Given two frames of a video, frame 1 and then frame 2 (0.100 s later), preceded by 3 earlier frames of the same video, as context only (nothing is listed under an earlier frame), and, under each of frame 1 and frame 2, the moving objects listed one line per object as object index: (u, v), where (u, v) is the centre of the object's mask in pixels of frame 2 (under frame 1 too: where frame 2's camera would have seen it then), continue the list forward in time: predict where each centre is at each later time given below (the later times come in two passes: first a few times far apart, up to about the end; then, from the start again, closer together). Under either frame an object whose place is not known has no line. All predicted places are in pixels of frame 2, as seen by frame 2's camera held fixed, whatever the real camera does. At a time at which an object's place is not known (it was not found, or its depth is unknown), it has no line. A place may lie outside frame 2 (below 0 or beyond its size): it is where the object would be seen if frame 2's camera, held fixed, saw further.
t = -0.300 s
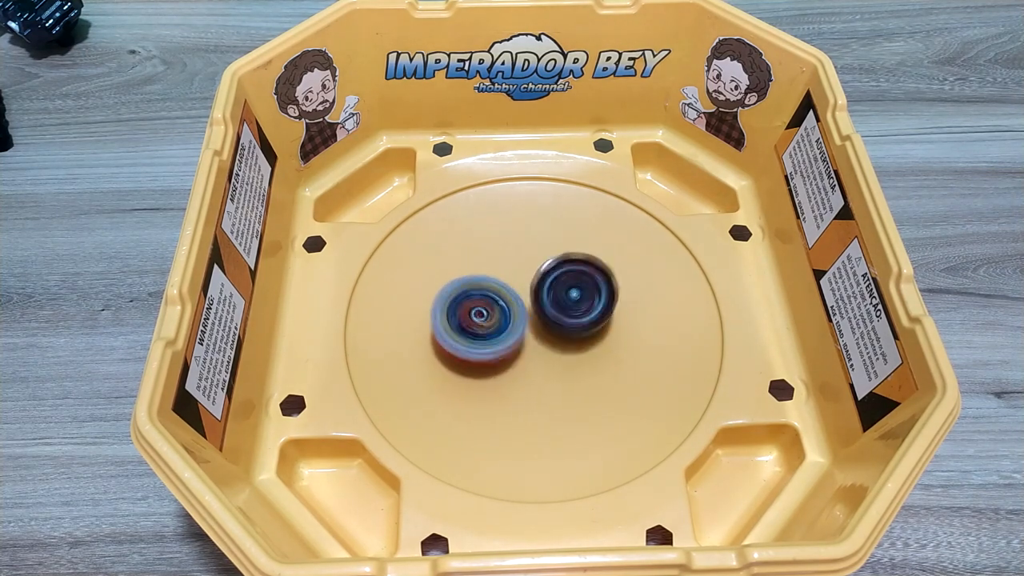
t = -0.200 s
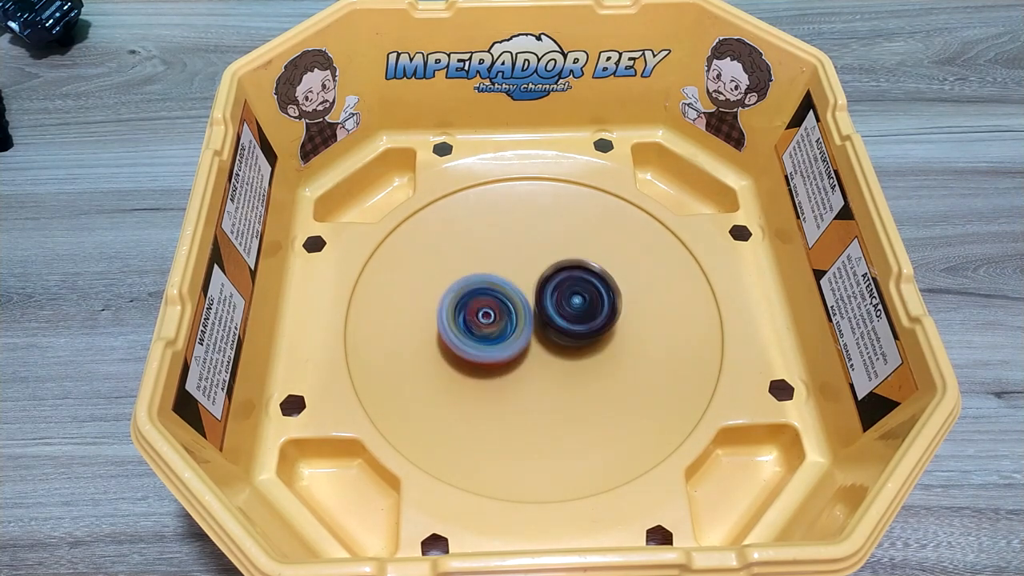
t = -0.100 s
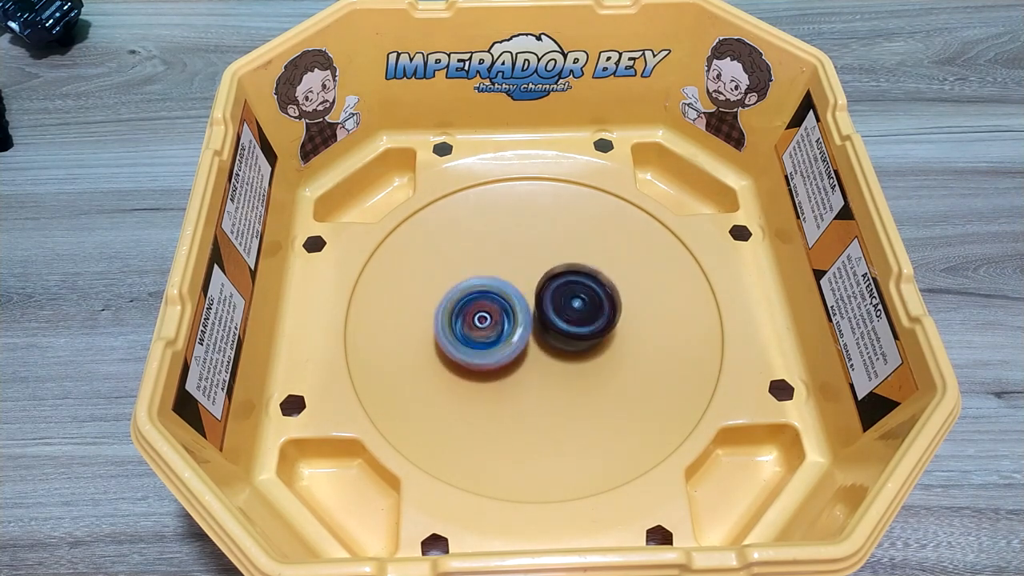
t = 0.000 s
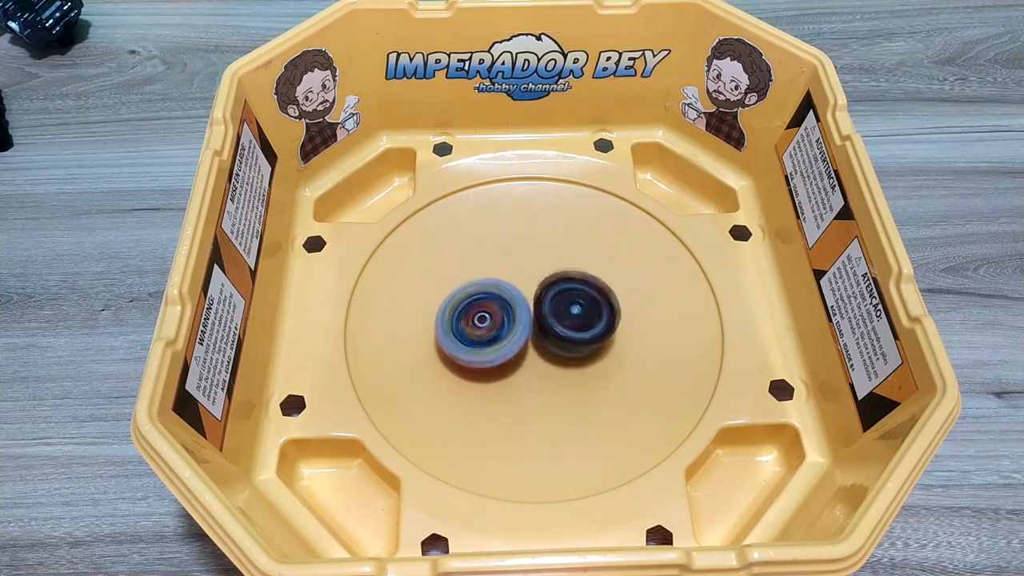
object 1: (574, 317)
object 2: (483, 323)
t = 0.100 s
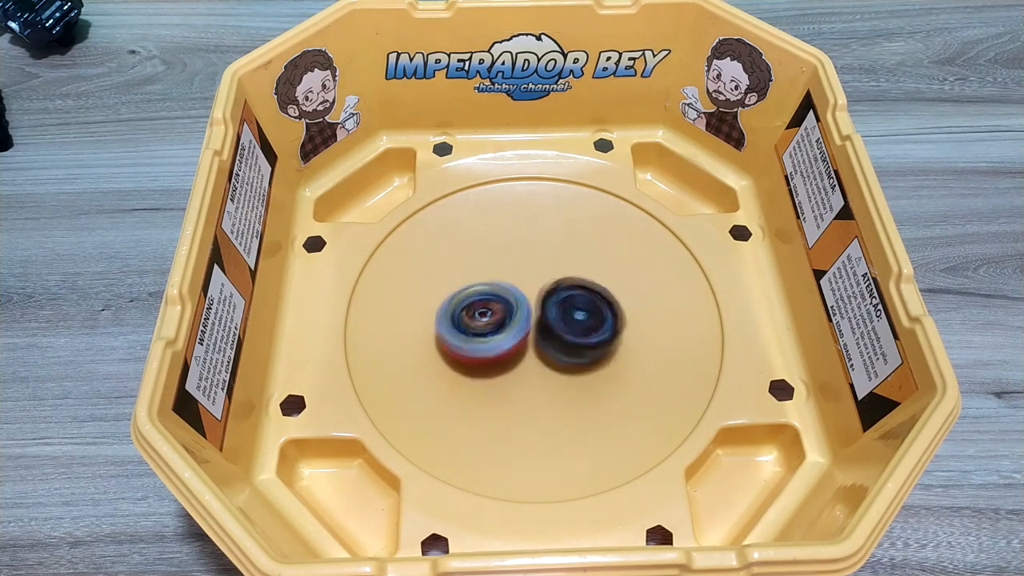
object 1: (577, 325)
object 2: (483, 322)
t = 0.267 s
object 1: (604, 344)
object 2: (479, 320)
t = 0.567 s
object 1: (594, 346)
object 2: (491, 321)
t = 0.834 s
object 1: (590, 338)
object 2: (491, 327)
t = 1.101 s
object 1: (591, 345)
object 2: (494, 321)
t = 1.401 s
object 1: (599, 347)
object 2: (508, 314)
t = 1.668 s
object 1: (607, 338)
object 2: (509, 309)
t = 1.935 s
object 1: (598, 327)
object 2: (507, 301)
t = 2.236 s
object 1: (574, 345)
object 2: (487, 296)
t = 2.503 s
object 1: (578, 345)
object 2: (490, 301)
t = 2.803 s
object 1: (578, 336)
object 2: (484, 312)
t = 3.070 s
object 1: (566, 327)
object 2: (486, 296)
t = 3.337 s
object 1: (570, 358)
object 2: (493, 301)
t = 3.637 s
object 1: (580, 362)
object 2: (502, 294)
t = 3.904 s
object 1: (567, 362)
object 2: (515, 300)
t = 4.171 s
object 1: (560, 359)
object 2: (509, 295)
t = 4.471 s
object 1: (560, 358)
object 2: (507, 298)
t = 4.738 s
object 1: (560, 359)
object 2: (507, 298)
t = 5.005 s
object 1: (560, 359)
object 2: (507, 298)
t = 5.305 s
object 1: (560, 359)
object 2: (507, 298)
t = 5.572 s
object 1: (560, 359)
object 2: (507, 298)
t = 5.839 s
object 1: (560, 359)
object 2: (507, 298)
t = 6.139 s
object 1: (560, 358)
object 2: (507, 298)
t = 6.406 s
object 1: (560, 359)
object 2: (507, 298)
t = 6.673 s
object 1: (560, 358)
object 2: (507, 298)
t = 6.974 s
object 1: (559, 358)
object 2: (507, 298)
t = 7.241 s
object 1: (559, 358)
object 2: (507, 298)
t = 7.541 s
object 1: (560, 358)
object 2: (507, 298)
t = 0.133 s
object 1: (585, 328)
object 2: (481, 322)
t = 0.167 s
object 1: (593, 332)
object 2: (479, 321)
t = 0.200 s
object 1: (598, 337)
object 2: (478, 320)
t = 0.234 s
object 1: (602, 341)
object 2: (478, 320)
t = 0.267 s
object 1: (604, 344)
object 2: (479, 320)
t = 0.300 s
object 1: (606, 345)
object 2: (483, 321)
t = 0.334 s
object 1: (605, 345)
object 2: (485, 321)
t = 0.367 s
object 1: (602, 346)
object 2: (486, 322)
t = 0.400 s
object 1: (598, 346)
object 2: (487, 324)
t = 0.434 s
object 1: (593, 345)
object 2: (489, 323)
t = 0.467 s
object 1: (588, 344)
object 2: (491, 322)
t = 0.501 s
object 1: (586, 341)
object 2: (493, 324)
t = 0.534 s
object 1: (591, 345)
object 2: (491, 323)
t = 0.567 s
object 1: (594, 346)
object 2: (491, 321)
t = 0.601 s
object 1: (596, 343)
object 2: (494, 322)
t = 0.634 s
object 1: (595, 342)
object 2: (495, 323)
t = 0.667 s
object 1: (592, 343)
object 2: (495, 325)
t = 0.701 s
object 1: (589, 341)
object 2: (496, 326)
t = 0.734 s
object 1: (588, 341)
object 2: (494, 326)
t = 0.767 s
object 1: (590, 340)
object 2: (492, 326)
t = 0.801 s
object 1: (590, 339)
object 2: (491, 326)
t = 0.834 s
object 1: (590, 338)
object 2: (491, 327)
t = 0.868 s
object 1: (589, 339)
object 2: (491, 326)
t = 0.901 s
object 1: (587, 341)
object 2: (491, 326)
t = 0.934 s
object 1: (583, 341)
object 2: (494, 326)
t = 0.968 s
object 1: (583, 342)
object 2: (494, 325)
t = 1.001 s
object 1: (583, 342)
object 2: (494, 325)
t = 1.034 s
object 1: (584, 342)
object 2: (495, 324)
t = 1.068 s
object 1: (584, 343)
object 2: (495, 324)
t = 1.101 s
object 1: (591, 345)
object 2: (494, 321)
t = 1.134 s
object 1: (594, 348)
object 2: (493, 318)
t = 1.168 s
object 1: (595, 349)
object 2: (496, 319)
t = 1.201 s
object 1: (595, 349)
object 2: (498, 319)
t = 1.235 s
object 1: (592, 348)
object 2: (500, 318)
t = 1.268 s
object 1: (591, 348)
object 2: (503, 317)
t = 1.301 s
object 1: (593, 348)
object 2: (503, 317)
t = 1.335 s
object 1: (597, 349)
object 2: (503, 314)
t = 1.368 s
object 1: (599, 348)
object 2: (505, 312)
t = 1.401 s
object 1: (599, 347)
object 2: (508, 314)
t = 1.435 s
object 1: (602, 347)
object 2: (506, 313)
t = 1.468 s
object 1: (605, 347)
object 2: (504, 313)
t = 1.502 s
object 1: (605, 345)
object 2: (504, 312)
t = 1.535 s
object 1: (603, 345)
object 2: (508, 313)
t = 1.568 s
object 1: (602, 342)
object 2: (509, 314)
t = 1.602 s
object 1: (607, 342)
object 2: (507, 312)
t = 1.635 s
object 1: (609, 340)
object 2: (505, 310)
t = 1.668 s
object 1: (607, 338)
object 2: (509, 309)
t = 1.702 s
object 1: (604, 333)
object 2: (511, 308)
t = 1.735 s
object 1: (600, 330)
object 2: (511, 309)
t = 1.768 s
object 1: (598, 326)
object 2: (509, 309)
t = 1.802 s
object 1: (598, 325)
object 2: (507, 308)
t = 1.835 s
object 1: (598, 324)
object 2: (503, 306)
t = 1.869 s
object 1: (600, 324)
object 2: (503, 304)
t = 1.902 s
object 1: (599, 325)
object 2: (503, 302)
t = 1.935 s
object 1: (598, 327)
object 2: (507, 301)
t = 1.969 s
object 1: (596, 328)
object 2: (508, 302)
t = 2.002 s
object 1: (597, 332)
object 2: (504, 302)
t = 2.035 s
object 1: (591, 338)
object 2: (500, 302)
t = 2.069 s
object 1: (584, 338)
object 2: (498, 301)
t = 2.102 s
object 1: (579, 341)
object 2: (496, 300)
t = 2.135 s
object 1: (578, 342)
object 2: (491, 299)
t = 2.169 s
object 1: (578, 344)
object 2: (490, 297)
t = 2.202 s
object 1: (576, 344)
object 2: (488, 296)
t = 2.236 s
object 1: (574, 345)
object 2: (487, 296)
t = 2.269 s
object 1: (572, 343)
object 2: (489, 296)
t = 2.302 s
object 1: (571, 343)
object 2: (489, 298)
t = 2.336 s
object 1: (570, 344)
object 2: (488, 300)
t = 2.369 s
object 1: (568, 342)
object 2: (487, 302)
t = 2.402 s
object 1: (571, 341)
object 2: (487, 301)
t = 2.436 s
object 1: (574, 344)
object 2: (486, 300)
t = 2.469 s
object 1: (577, 343)
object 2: (488, 299)
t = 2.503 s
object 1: (578, 345)
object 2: (490, 301)
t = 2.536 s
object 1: (579, 344)
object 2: (491, 303)
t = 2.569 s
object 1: (578, 344)
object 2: (492, 306)
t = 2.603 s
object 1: (580, 342)
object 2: (489, 308)
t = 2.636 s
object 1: (581, 344)
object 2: (488, 312)
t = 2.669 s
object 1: (581, 341)
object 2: (489, 315)
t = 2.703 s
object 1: (580, 341)
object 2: (487, 318)
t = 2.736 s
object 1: (580, 336)
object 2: (486, 317)
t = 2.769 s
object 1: (580, 337)
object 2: (484, 315)
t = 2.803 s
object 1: (578, 336)
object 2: (484, 312)
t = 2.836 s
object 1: (575, 333)
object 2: (484, 309)
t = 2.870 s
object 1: (574, 329)
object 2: (484, 306)
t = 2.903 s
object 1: (572, 329)
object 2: (484, 305)
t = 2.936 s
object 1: (568, 326)
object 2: (484, 304)
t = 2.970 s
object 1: (566, 326)
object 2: (486, 303)
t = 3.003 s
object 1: (566, 327)
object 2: (484, 301)
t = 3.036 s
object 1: (566, 327)
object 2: (485, 298)
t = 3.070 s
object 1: (566, 327)
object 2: (486, 296)
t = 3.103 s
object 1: (565, 331)
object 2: (485, 297)
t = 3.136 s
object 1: (567, 333)
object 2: (484, 297)
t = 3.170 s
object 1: (565, 338)
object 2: (485, 298)
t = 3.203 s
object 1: (564, 339)
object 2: (487, 298)
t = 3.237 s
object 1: (565, 347)
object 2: (486, 298)
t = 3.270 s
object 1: (568, 351)
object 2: (486, 299)
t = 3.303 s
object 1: (569, 355)
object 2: (489, 299)
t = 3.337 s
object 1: (570, 358)
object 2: (493, 301)
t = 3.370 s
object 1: (570, 359)
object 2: (498, 301)
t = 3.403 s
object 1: (570, 359)
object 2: (502, 302)
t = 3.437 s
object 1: (569, 358)
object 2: (504, 302)
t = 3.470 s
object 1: (567, 357)
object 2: (505, 303)
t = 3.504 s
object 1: (568, 357)
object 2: (505, 301)
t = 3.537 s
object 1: (568, 356)
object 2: (505, 300)
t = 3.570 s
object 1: (572, 358)
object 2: (504, 299)
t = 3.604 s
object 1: (577, 360)
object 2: (503, 296)
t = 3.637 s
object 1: (580, 362)
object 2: (502, 294)
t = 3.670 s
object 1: (581, 364)
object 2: (504, 294)
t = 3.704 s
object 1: (582, 364)
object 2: (507, 292)
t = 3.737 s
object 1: (581, 363)
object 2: (509, 292)
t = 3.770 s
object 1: (579, 363)
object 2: (511, 292)
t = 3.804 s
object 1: (576, 362)
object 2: (514, 294)
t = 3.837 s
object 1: (573, 361)
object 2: (515, 296)
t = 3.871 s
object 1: (570, 363)
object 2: (516, 297)
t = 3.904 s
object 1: (567, 362)
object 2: (515, 300)
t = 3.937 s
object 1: (564, 361)
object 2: (513, 301)
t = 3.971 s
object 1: (562, 359)
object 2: (511, 300)
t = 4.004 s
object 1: (562, 359)
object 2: (511, 299)
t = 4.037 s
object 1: (562, 358)
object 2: (510, 296)
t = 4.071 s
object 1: (560, 357)
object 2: (510, 295)
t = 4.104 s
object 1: (560, 358)
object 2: (510, 295)
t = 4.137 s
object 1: (560, 358)
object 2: (510, 295)
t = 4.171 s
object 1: (560, 359)
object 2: (509, 295)
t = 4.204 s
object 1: (560, 359)
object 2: (508, 297)
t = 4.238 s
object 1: (560, 359)
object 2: (507, 298)
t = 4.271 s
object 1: (560, 359)
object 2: (506, 299)
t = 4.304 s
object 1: (560, 359)
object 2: (507, 298)
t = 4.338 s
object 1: (560, 359)
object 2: (507, 298)
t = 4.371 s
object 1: (560, 359)
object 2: (507, 298)
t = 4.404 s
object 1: (560, 358)
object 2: (507, 298)
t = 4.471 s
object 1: (560, 358)
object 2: (507, 298)
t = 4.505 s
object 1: (560, 359)
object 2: (507, 298)
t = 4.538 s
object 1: (560, 359)
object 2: (507, 298)
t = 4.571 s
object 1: (560, 359)
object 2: (507, 298)
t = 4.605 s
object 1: (560, 359)
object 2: (507, 298)
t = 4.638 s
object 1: (560, 359)
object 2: (507, 298)
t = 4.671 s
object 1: (560, 359)
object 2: (507, 298)
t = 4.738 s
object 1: (560, 359)
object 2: (507, 298)
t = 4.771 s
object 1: (560, 359)
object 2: (507, 298)
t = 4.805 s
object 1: (560, 359)
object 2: (507, 298)
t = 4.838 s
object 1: (560, 359)
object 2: (507, 298)
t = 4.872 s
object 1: (560, 359)
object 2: (507, 298)
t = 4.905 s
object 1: (560, 359)
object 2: (507, 298)
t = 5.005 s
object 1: (560, 359)
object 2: (507, 298)
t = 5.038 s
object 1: (559, 358)
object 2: (507, 298)
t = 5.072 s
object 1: (559, 358)
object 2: (507, 298)
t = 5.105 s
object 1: (560, 359)
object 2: (507, 298)
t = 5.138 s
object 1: (560, 359)
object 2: (507, 298)
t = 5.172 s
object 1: (560, 359)
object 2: (507, 298)
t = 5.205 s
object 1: (560, 359)
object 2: (507, 298)
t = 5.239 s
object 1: (560, 359)
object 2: (507, 298)
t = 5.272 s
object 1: (560, 359)
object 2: (507, 298)
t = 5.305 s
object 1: (560, 359)
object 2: (507, 298)
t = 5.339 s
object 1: (560, 359)
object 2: (507, 298)
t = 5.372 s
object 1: (560, 359)
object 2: (507, 298)
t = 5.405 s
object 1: (560, 359)
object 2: (507, 298)
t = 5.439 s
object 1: (560, 359)
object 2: (507, 298)
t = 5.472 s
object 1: (560, 359)
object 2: (507, 298)
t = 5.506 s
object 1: (560, 359)
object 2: (507, 298)
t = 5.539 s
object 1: (560, 359)
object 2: (507, 298)
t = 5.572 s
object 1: (560, 359)
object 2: (507, 298)
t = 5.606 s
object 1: (560, 359)
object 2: (507, 298)
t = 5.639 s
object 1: (560, 359)
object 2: (507, 298)
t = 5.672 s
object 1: (560, 358)
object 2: (507, 298)
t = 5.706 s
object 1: (560, 358)
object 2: (507, 298)
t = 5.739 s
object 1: (560, 359)
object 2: (507, 298)
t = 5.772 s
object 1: (560, 358)
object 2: (507, 298)
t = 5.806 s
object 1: (560, 358)
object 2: (507, 298)
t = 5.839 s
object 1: (560, 359)
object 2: (507, 298)
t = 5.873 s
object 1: (559, 358)
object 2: (507, 298)
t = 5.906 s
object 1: (560, 359)
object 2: (507, 298)
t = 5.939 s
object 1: (560, 358)
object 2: (507, 298)
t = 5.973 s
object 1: (560, 358)
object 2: (507, 298)
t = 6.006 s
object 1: (560, 358)
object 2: (507, 298)
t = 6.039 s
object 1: (560, 358)
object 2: (507, 298)
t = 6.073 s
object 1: (560, 358)
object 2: (507, 298)
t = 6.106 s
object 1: (560, 359)
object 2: (507, 298)
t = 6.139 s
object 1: (560, 358)
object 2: (507, 298)
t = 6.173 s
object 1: (560, 358)
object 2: (507, 298)
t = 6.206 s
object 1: (560, 358)
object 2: (507, 298)
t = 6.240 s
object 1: (560, 358)
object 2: (507, 298)
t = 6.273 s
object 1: (560, 358)
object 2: (507, 298)
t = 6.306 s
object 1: (560, 359)
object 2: (507, 298)
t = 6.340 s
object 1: (560, 359)
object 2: (507, 298)
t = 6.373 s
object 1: (560, 358)
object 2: (507, 298)
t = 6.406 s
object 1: (560, 359)
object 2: (507, 298)
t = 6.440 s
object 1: (560, 358)
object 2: (507, 298)
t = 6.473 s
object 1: (560, 358)
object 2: (507, 298)
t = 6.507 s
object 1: (560, 358)
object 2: (507, 298)
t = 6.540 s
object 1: (560, 358)
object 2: (507, 298)
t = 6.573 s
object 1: (560, 358)
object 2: (507, 298)
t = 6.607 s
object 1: (560, 358)
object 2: (507, 298)
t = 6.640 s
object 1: (560, 358)
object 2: (507, 298)
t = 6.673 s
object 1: (560, 358)
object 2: (507, 298)
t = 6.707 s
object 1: (560, 358)
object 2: (507, 298)
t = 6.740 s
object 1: (560, 358)
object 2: (507, 298)
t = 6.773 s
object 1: (560, 358)
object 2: (507, 298)
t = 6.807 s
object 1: (560, 358)
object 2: (507, 298)
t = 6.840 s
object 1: (559, 358)
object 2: (507, 298)
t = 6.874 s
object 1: (560, 358)
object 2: (507, 298)
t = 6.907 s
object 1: (559, 358)
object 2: (507, 298)
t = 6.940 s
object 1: (560, 358)
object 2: (507, 298)
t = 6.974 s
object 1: (559, 358)
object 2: (507, 298)
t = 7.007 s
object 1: (560, 358)
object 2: (507, 298)
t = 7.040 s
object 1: (560, 358)
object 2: (507, 298)
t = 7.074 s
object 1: (560, 358)
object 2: (507, 298)
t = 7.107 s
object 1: (559, 358)
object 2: (507, 298)
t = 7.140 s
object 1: (559, 358)
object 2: (507, 298)
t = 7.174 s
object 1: (559, 358)
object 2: (507, 298)
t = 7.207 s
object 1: (559, 358)
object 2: (507, 298)
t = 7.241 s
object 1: (559, 358)
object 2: (507, 298)
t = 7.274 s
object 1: (560, 358)
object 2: (507, 298)
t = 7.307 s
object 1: (560, 358)
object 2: (507, 298)
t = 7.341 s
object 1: (560, 358)
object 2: (507, 298)
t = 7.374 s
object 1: (560, 358)
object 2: (507, 298)
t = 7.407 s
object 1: (560, 358)
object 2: (507, 298)
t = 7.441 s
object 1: (560, 358)
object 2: (507, 298)
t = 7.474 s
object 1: (560, 358)
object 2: (507, 298)
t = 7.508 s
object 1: (559, 358)
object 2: (507, 298)
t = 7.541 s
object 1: (560, 358)
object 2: (507, 298)
